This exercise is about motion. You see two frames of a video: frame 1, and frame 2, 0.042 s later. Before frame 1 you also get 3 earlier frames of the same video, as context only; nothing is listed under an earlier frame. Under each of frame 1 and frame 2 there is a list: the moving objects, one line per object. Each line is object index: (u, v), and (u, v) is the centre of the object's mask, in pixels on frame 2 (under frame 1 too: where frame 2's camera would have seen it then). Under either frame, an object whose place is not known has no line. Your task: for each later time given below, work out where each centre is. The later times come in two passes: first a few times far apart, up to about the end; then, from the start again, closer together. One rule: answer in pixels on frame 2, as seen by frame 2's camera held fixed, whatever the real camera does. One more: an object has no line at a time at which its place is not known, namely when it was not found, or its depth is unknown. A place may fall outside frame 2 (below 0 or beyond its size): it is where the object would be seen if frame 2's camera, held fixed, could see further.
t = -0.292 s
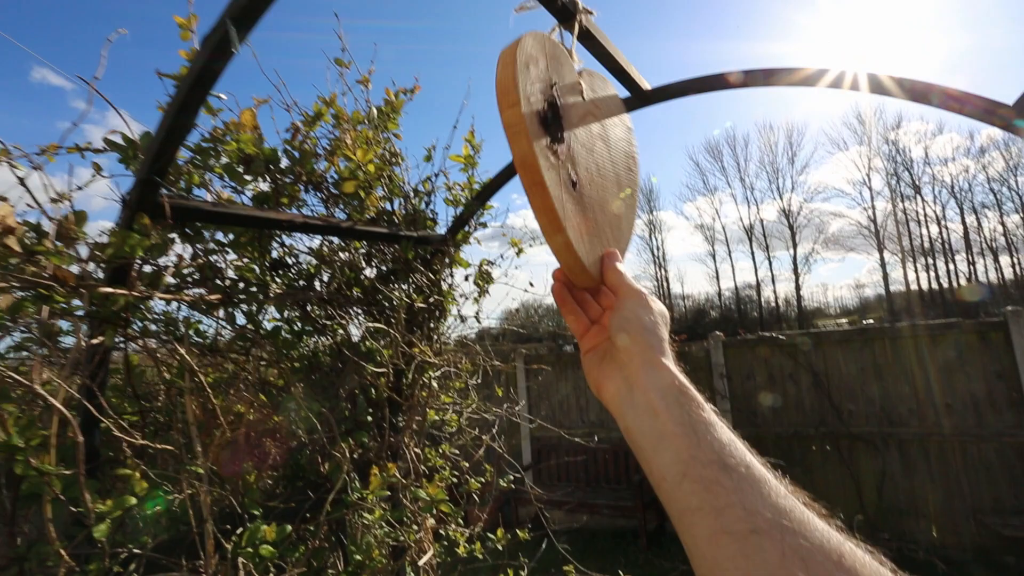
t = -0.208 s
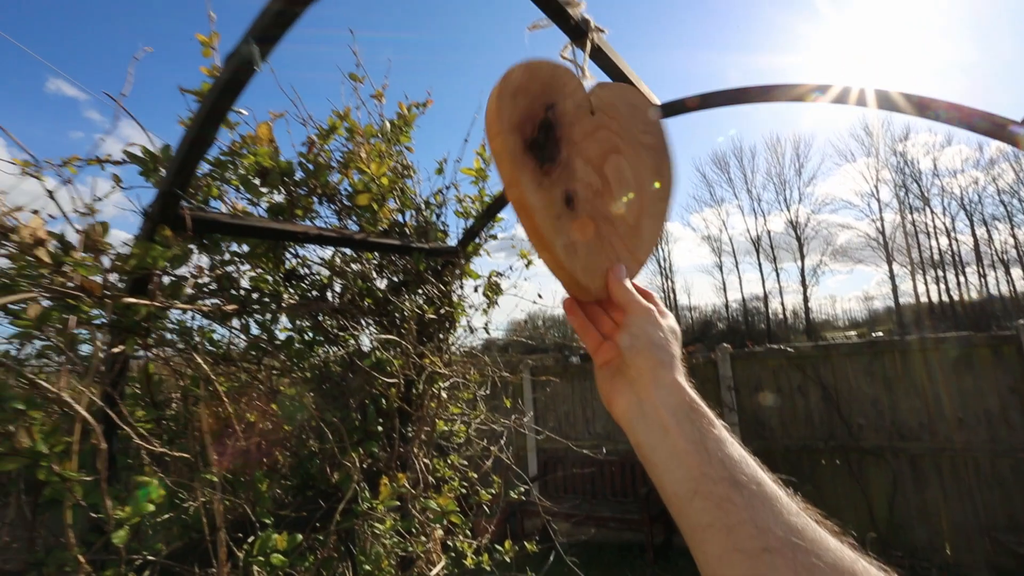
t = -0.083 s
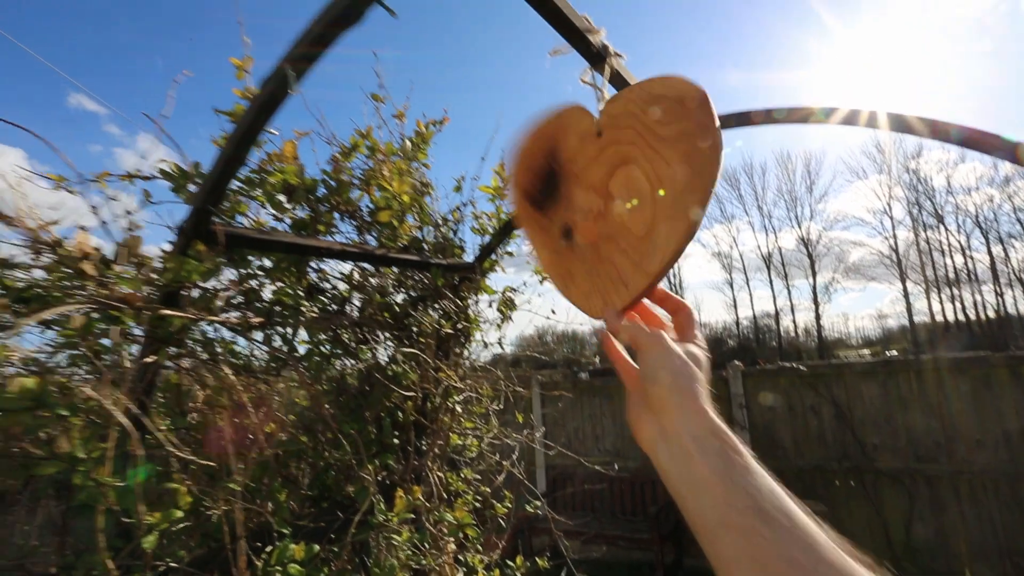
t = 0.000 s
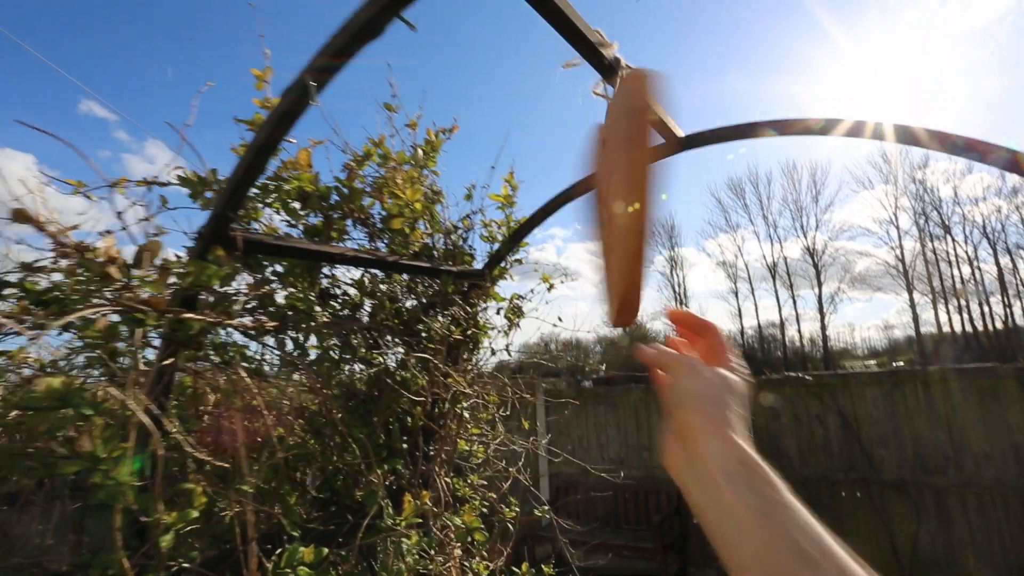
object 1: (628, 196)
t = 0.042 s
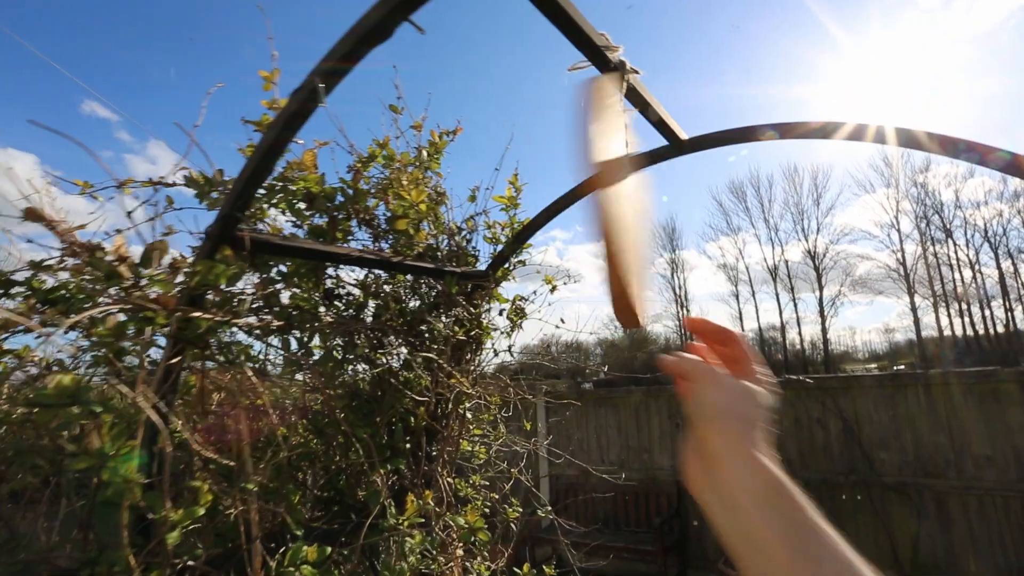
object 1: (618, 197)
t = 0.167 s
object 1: (631, 206)
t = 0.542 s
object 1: (639, 194)
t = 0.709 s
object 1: (614, 201)
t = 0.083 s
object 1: (612, 204)
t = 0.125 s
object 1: (618, 207)
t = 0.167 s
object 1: (631, 206)
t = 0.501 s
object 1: (644, 198)
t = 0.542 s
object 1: (639, 194)
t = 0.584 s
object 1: (629, 195)
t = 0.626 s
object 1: (619, 195)
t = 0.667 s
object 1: (613, 200)
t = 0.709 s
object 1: (614, 201)
